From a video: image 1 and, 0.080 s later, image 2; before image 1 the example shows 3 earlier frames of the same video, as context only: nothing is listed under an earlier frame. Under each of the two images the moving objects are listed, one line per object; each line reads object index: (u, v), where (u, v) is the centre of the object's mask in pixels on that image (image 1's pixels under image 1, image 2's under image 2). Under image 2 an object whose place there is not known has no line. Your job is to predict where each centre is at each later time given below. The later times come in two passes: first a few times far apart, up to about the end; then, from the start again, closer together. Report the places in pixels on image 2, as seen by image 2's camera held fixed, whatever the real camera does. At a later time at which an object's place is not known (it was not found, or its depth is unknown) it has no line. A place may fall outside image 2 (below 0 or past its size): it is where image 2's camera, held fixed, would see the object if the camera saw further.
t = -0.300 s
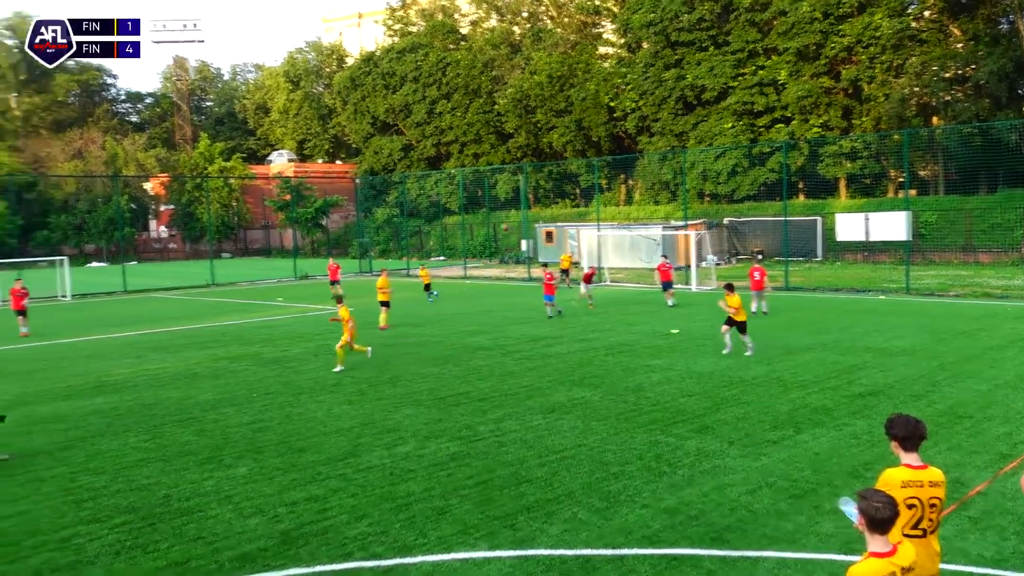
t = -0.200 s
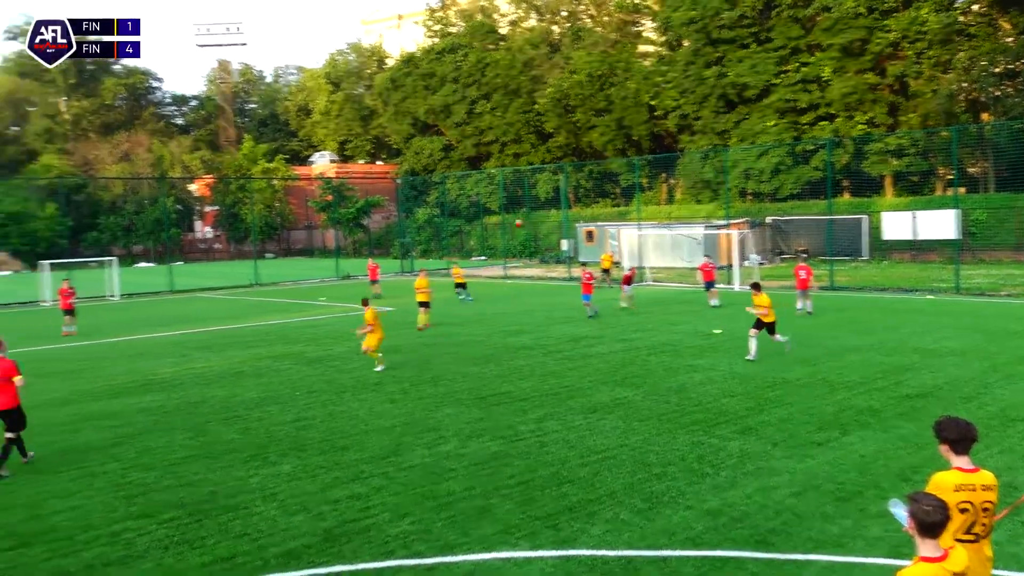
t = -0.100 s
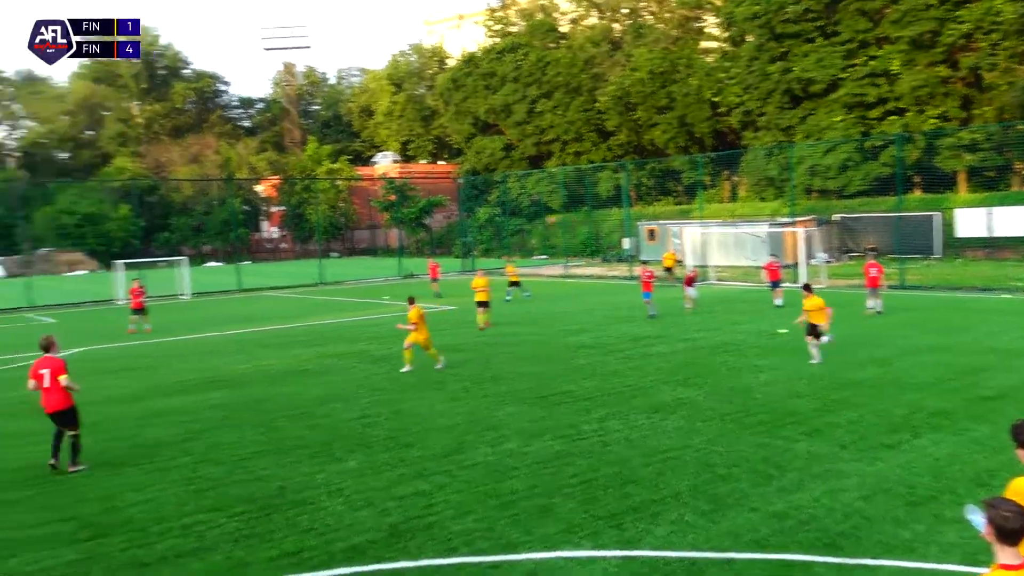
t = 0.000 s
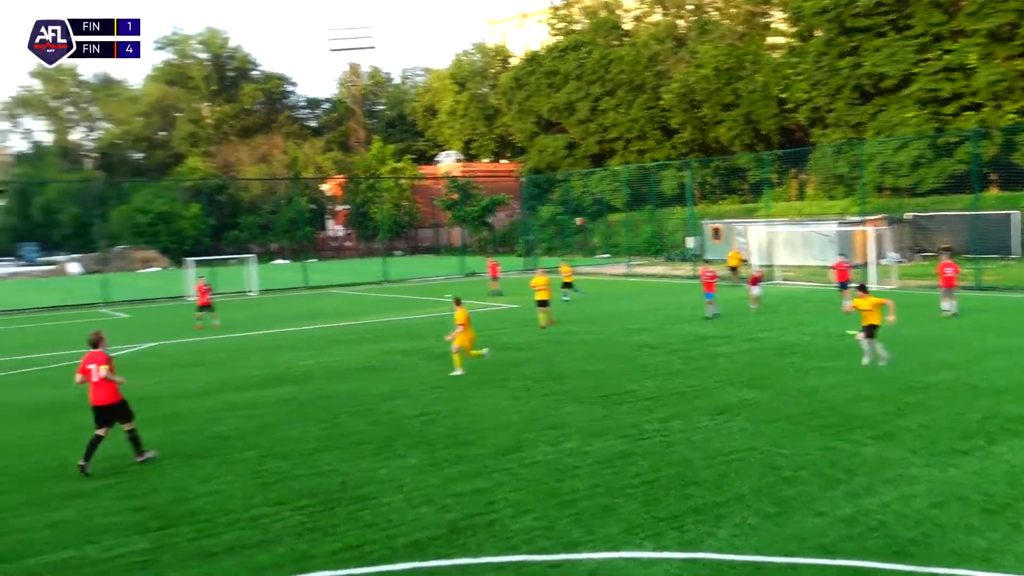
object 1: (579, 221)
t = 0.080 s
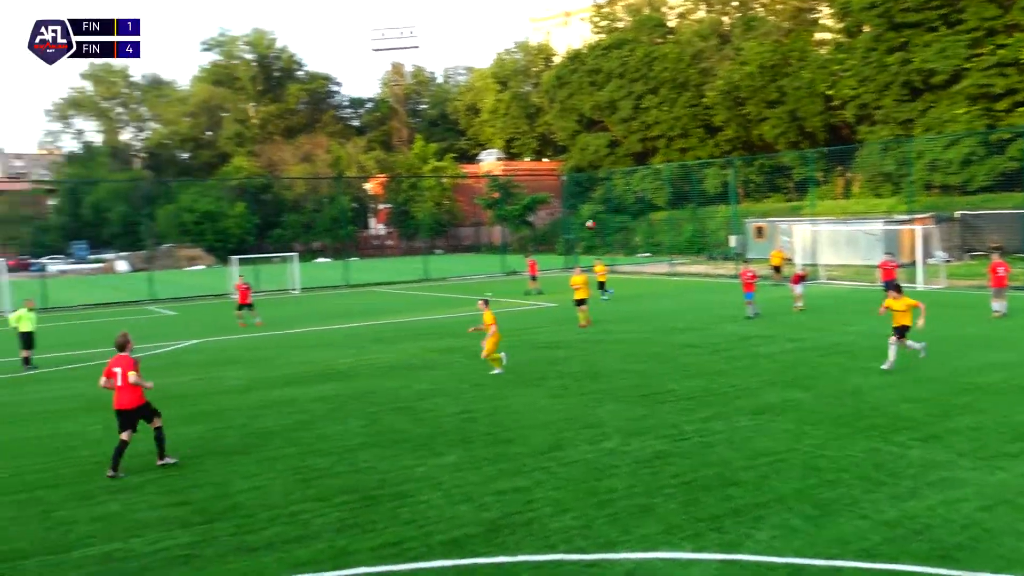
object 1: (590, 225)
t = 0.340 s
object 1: (477, 257)
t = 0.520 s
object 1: (372, 301)
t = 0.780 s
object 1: (169, 416)
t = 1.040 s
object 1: (-22, 432)
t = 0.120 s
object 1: (575, 227)
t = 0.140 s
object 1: (568, 229)
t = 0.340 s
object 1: (477, 257)
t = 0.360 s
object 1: (467, 261)
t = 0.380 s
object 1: (456, 266)
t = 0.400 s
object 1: (445, 270)
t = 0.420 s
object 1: (433, 275)
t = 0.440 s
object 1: (422, 280)
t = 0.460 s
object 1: (410, 284)
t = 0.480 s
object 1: (398, 290)
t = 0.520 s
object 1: (372, 301)
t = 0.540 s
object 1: (359, 308)
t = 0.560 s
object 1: (345, 314)
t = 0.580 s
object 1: (330, 321)
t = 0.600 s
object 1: (316, 330)
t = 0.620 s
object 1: (302, 338)
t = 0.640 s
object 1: (286, 346)
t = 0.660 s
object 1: (272, 354)
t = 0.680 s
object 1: (256, 362)
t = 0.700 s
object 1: (240, 373)
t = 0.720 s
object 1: (223, 381)
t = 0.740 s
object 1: (206, 392)
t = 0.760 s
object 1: (188, 403)
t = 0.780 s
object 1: (169, 416)
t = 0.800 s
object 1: (150, 428)
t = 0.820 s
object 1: (131, 440)
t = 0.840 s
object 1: (111, 453)
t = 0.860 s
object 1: (90, 468)
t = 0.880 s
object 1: (74, 470)
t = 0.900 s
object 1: (63, 464)
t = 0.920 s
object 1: (51, 459)
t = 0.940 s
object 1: (40, 453)
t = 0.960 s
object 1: (28, 448)
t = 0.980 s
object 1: (15, 444)
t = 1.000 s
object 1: (3, 440)
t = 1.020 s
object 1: (-9, 436)
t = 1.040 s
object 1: (-22, 432)
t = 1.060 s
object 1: (-34, 429)
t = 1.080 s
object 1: (-46, 426)
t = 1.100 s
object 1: (-59, 423)
